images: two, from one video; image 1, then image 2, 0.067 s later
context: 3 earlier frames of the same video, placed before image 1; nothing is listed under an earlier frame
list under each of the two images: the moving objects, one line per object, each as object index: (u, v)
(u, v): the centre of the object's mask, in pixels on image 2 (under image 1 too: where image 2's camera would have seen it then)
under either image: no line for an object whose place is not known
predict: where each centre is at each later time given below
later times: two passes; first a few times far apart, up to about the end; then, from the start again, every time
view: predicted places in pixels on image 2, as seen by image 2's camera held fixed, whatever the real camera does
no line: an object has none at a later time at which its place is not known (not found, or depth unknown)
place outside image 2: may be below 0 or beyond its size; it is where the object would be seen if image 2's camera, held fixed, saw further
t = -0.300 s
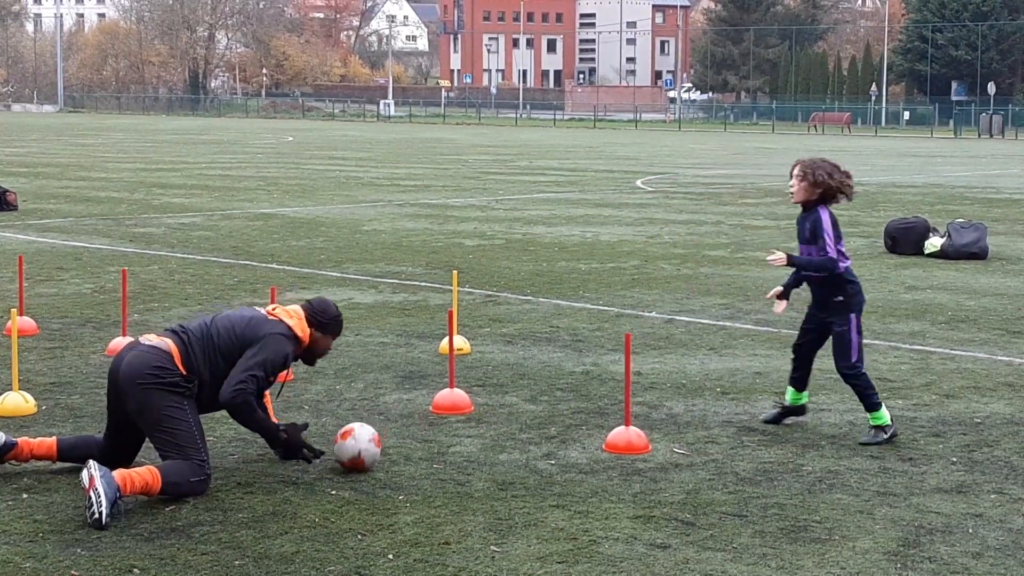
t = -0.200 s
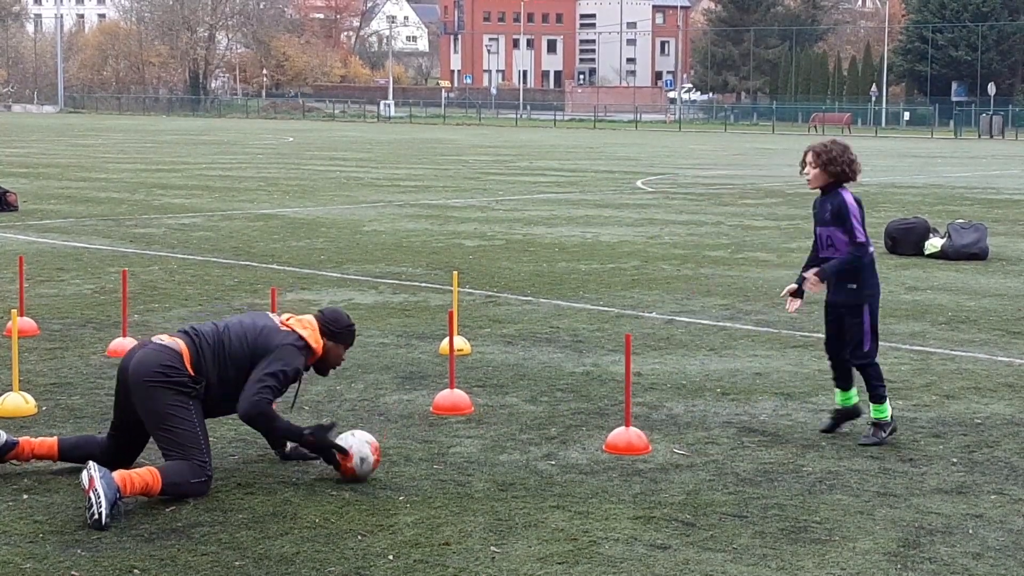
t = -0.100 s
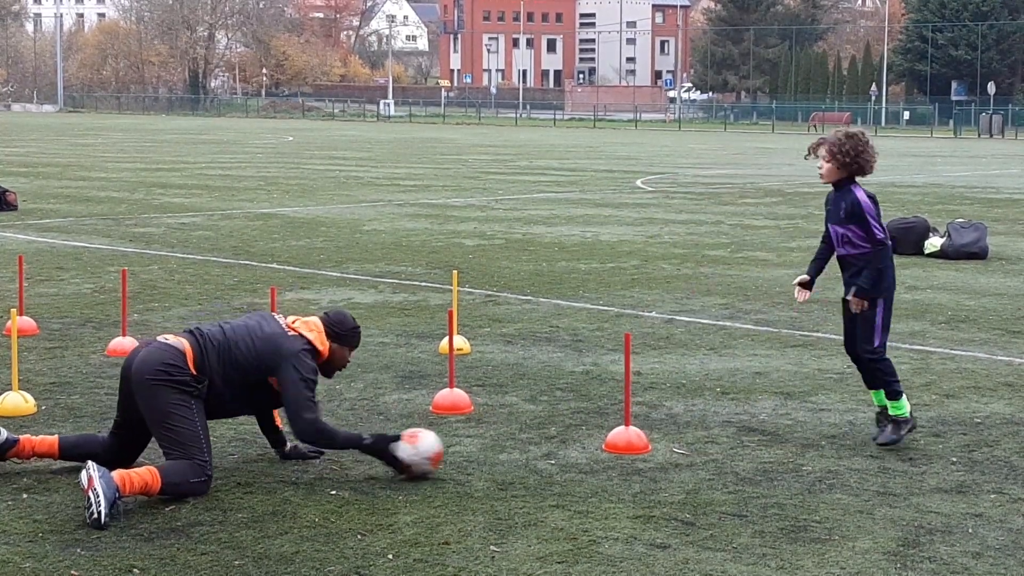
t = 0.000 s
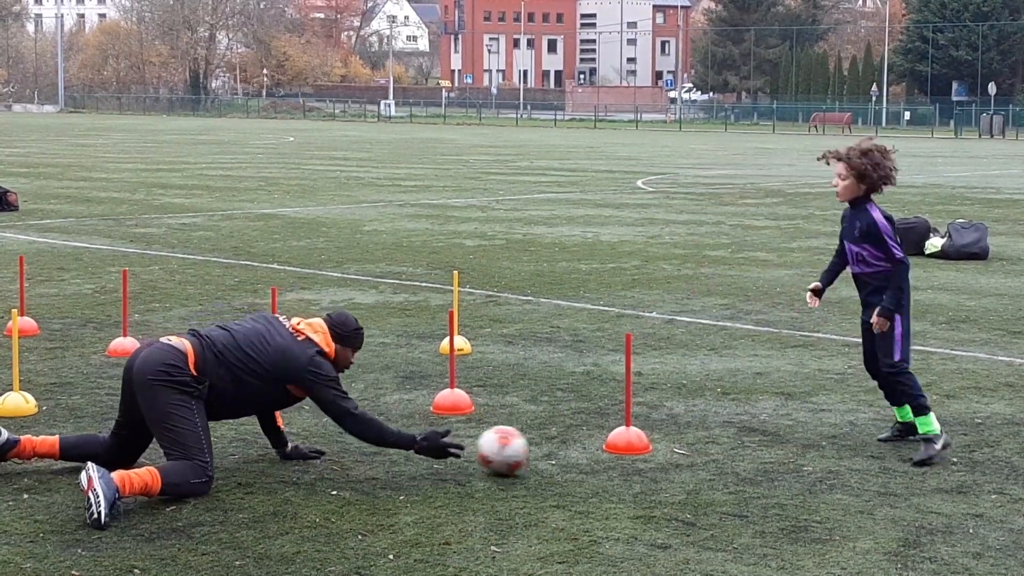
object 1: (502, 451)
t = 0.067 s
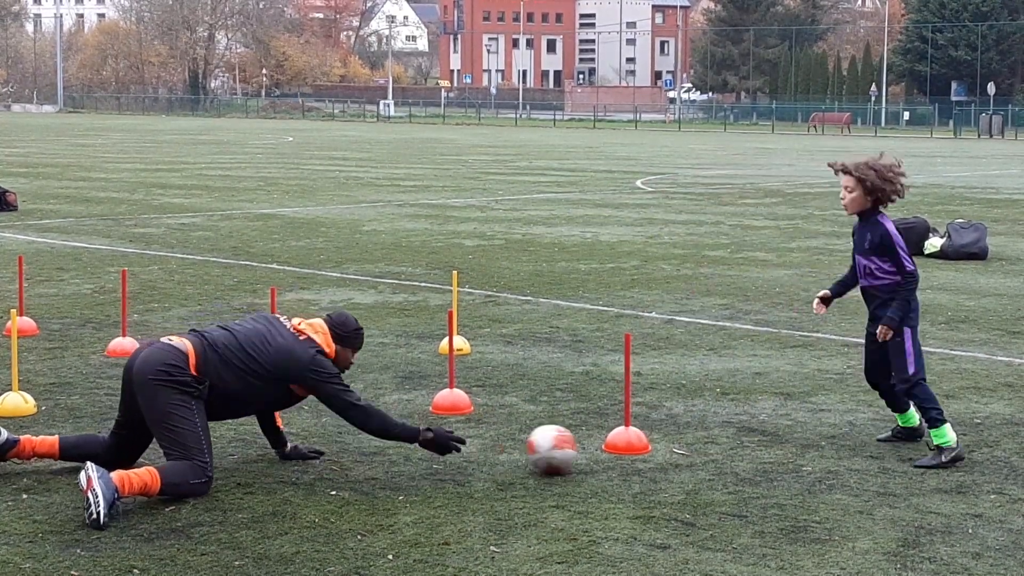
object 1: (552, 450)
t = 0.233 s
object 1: (652, 445)
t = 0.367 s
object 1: (717, 443)
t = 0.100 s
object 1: (573, 448)
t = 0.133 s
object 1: (594, 447)
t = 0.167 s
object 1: (616, 448)
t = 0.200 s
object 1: (633, 445)
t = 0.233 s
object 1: (652, 445)
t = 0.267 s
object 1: (669, 445)
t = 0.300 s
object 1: (684, 444)
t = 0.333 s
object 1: (700, 444)
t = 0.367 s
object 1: (717, 443)
